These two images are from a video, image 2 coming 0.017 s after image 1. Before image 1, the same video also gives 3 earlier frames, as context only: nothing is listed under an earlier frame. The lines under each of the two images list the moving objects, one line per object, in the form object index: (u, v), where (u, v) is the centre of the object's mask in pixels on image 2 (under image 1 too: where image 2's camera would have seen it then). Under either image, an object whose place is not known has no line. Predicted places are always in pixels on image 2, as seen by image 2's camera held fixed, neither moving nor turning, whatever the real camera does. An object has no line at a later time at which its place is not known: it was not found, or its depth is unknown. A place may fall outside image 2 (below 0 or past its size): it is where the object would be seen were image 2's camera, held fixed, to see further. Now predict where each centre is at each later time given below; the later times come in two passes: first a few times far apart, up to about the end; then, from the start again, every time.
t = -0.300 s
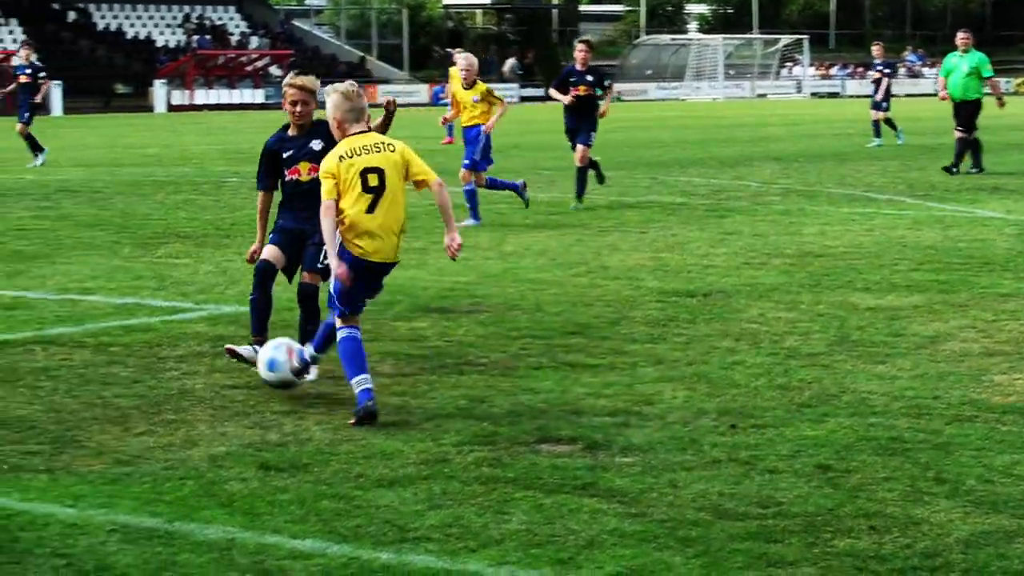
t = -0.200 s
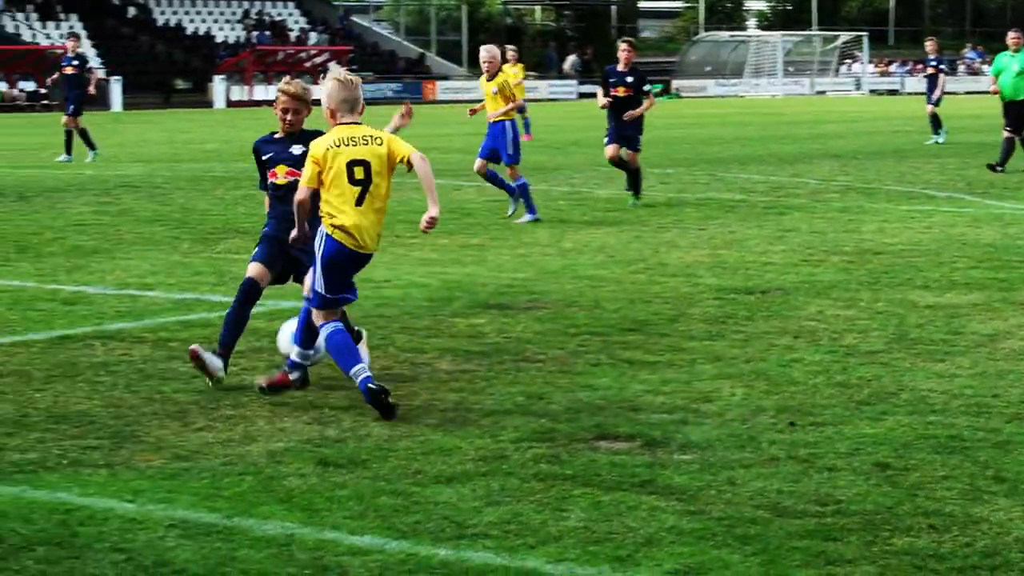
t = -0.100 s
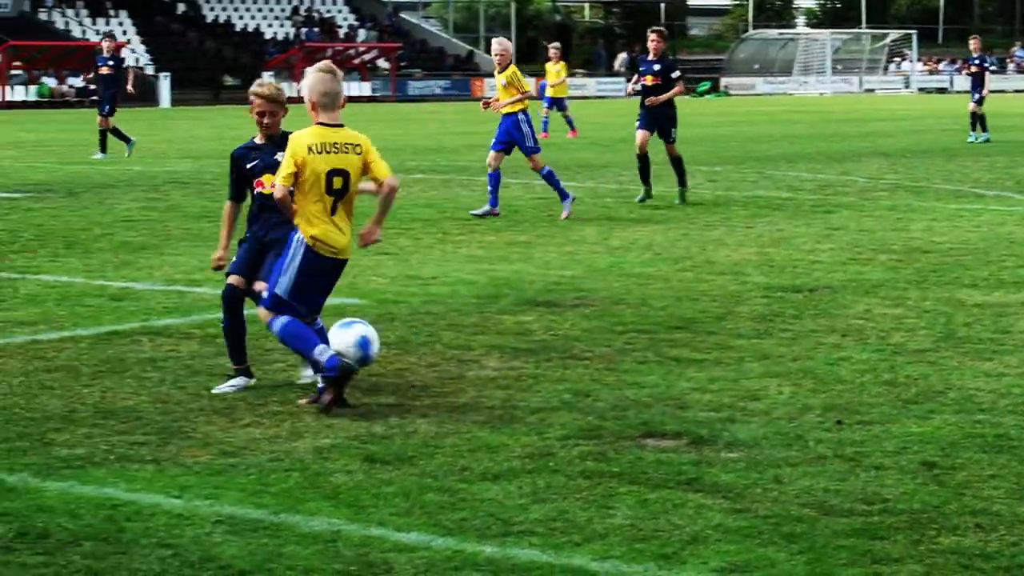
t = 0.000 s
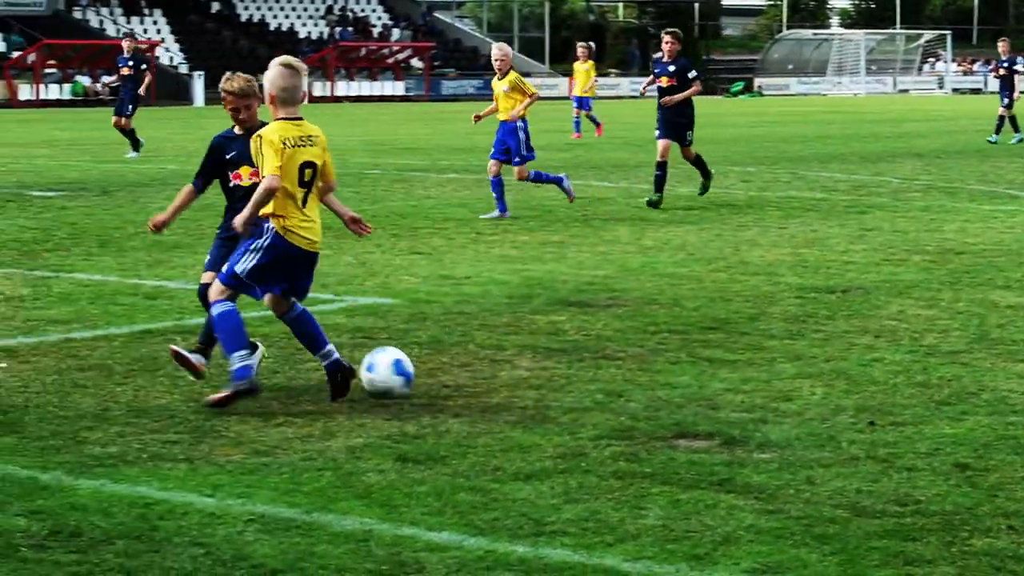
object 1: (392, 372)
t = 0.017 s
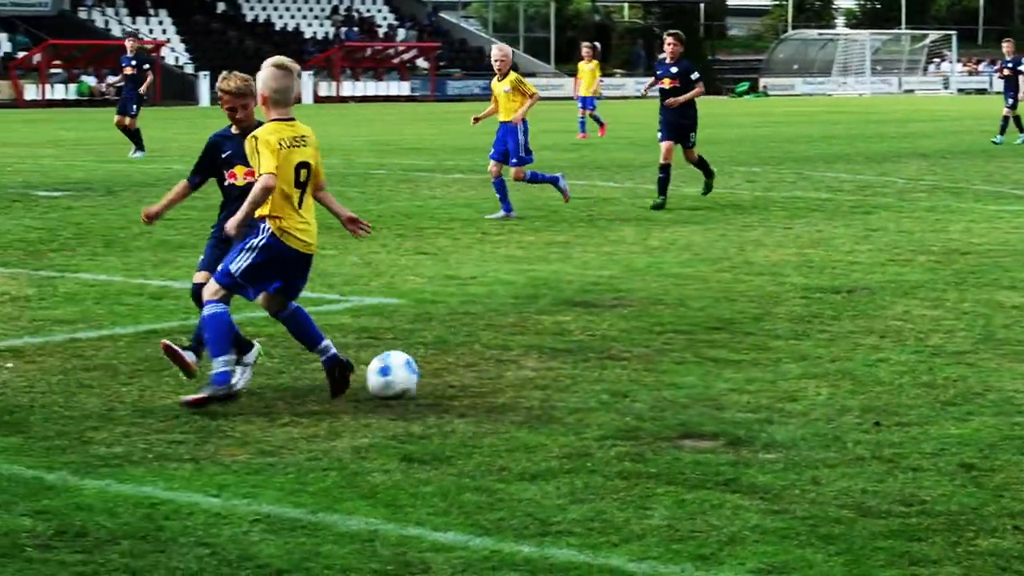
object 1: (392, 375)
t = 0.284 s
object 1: (369, 380)
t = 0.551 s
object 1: (342, 387)
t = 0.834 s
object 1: (307, 391)
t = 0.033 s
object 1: (391, 373)
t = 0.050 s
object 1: (390, 371)
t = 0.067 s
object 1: (389, 370)
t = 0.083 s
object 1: (387, 369)
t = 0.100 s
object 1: (386, 370)
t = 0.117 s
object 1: (385, 371)
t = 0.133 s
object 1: (384, 372)
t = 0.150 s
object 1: (382, 374)
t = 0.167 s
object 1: (381, 375)
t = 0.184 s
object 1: (380, 378)
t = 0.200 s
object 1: (378, 379)
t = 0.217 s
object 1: (376, 379)
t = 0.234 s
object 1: (374, 379)
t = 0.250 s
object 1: (372, 380)
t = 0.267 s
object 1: (370, 381)
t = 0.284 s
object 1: (369, 380)
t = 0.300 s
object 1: (366, 382)
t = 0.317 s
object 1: (365, 383)
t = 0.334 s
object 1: (363, 384)
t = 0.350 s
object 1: (361, 383)
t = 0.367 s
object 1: (359, 384)
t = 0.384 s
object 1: (358, 385)
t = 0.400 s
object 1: (355, 385)
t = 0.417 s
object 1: (353, 386)
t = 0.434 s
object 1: (352, 385)
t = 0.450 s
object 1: (350, 384)
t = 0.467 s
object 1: (349, 385)
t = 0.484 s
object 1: (347, 386)
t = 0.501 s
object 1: (346, 386)
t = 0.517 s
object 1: (345, 387)
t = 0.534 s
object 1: (343, 387)
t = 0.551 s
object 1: (342, 387)
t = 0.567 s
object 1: (338, 387)
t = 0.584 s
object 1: (336, 387)
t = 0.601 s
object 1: (334, 388)
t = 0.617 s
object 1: (332, 388)
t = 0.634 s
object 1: (330, 389)
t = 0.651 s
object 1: (328, 389)
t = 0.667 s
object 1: (326, 389)
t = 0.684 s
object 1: (324, 388)
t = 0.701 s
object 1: (321, 389)
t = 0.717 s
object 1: (320, 390)
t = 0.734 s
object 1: (318, 389)
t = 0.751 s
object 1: (316, 390)
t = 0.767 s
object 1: (314, 390)
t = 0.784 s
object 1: (313, 391)
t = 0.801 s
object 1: (311, 391)
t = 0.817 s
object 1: (309, 391)
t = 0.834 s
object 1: (307, 391)
